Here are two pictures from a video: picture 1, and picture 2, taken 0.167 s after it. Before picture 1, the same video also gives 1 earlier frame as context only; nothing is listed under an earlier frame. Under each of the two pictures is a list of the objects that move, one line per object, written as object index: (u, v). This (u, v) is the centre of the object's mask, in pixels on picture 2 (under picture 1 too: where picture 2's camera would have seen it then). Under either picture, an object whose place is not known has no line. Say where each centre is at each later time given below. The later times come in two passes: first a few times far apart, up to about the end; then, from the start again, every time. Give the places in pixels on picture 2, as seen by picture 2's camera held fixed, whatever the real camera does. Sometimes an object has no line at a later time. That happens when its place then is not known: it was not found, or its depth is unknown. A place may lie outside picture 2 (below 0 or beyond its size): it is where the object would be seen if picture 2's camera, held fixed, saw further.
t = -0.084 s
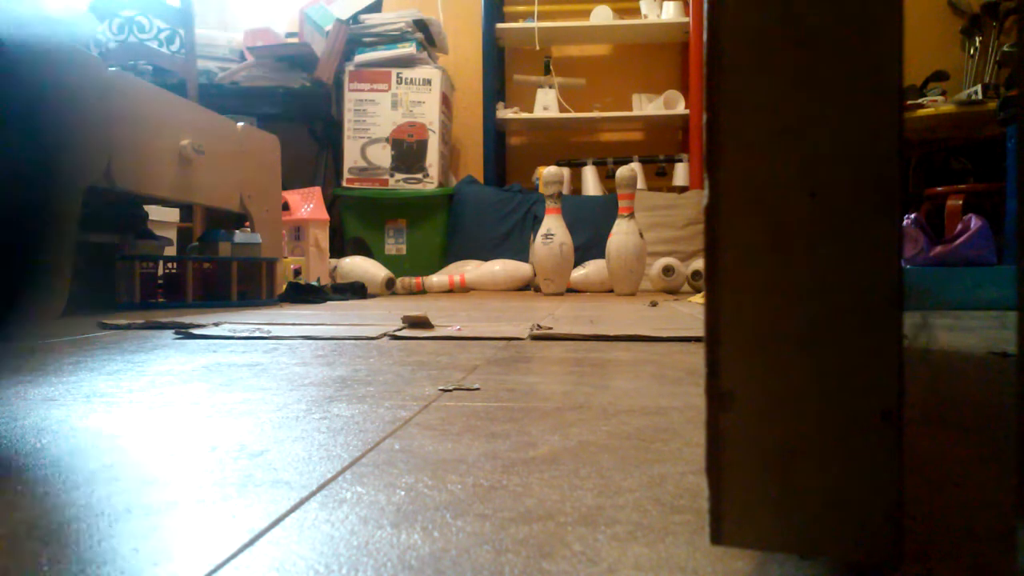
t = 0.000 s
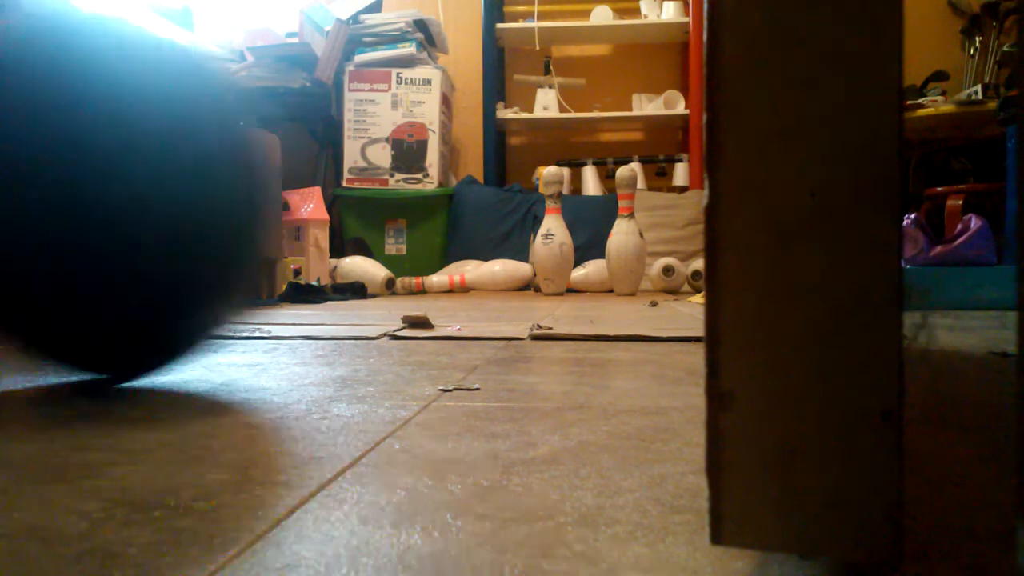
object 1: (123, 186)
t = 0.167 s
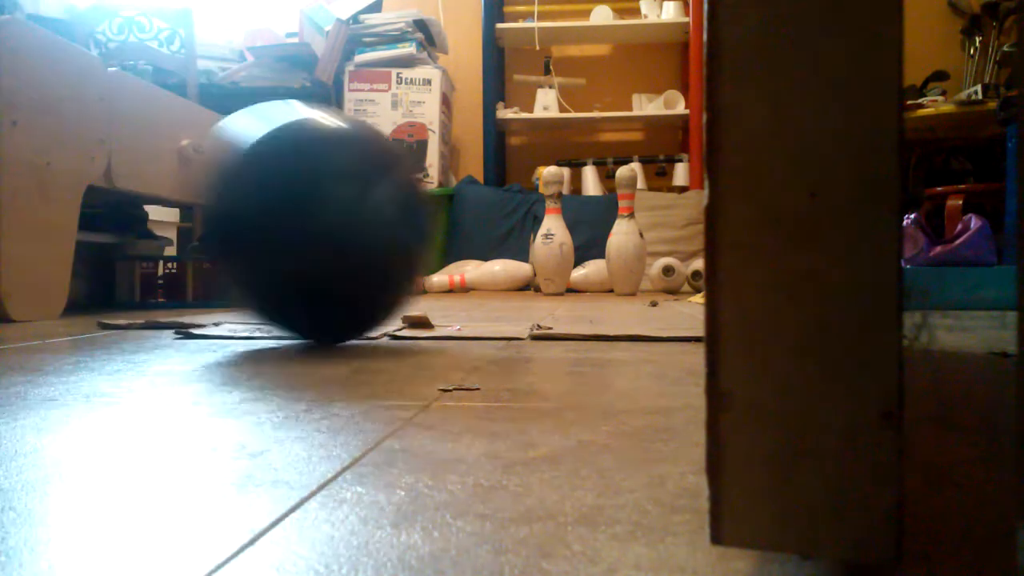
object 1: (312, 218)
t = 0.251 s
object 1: (371, 226)
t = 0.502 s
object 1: (465, 244)
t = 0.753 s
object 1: (516, 251)
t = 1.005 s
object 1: (550, 256)
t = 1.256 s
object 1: (576, 257)
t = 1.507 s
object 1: (587, 260)
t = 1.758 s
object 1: (595, 262)
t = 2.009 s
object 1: (606, 265)
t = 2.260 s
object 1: (613, 262)
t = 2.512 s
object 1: (613, 262)
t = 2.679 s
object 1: (613, 262)
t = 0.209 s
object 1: (346, 223)
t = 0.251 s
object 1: (371, 226)
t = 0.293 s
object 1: (394, 230)
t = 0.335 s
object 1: (411, 232)
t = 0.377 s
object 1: (427, 236)
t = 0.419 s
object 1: (441, 239)
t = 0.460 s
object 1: (454, 241)
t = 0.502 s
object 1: (465, 244)
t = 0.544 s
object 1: (475, 245)
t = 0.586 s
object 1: (485, 247)
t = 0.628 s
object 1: (493, 248)
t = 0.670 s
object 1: (501, 249)
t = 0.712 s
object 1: (509, 250)
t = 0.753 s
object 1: (516, 251)
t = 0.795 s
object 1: (523, 252)
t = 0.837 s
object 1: (529, 253)
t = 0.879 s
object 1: (535, 254)
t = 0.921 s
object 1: (540, 254)
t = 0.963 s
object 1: (546, 255)
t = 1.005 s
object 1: (550, 256)
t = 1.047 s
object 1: (555, 257)
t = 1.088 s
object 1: (559, 257)
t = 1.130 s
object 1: (563, 257)
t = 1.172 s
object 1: (566, 257)
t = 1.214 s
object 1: (571, 257)
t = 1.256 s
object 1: (576, 257)
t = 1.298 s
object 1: (579, 257)
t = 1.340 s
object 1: (580, 258)
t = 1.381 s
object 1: (581, 258)
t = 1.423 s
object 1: (583, 259)
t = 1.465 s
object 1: (585, 260)
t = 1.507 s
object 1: (587, 260)
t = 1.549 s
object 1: (587, 260)
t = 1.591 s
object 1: (591, 261)
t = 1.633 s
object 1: (592, 261)
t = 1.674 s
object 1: (593, 262)
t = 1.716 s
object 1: (594, 261)
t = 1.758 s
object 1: (595, 262)
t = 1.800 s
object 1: (598, 263)
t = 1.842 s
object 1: (599, 263)
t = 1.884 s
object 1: (601, 263)
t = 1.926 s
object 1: (603, 265)
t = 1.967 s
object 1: (605, 265)
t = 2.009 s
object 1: (606, 265)
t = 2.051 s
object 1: (608, 265)
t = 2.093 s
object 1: (608, 264)
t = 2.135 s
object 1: (610, 263)
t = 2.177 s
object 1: (611, 262)
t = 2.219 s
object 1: (612, 262)
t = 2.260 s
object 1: (613, 262)
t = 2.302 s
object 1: (613, 262)
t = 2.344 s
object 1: (613, 262)
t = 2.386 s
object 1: (613, 262)
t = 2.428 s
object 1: (613, 262)
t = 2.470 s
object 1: (613, 262)
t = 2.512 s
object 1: (613, 262)
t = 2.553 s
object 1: (613, 262)
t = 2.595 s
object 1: (613, 262)
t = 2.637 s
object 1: (613, 262)
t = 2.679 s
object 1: (613, 262)
